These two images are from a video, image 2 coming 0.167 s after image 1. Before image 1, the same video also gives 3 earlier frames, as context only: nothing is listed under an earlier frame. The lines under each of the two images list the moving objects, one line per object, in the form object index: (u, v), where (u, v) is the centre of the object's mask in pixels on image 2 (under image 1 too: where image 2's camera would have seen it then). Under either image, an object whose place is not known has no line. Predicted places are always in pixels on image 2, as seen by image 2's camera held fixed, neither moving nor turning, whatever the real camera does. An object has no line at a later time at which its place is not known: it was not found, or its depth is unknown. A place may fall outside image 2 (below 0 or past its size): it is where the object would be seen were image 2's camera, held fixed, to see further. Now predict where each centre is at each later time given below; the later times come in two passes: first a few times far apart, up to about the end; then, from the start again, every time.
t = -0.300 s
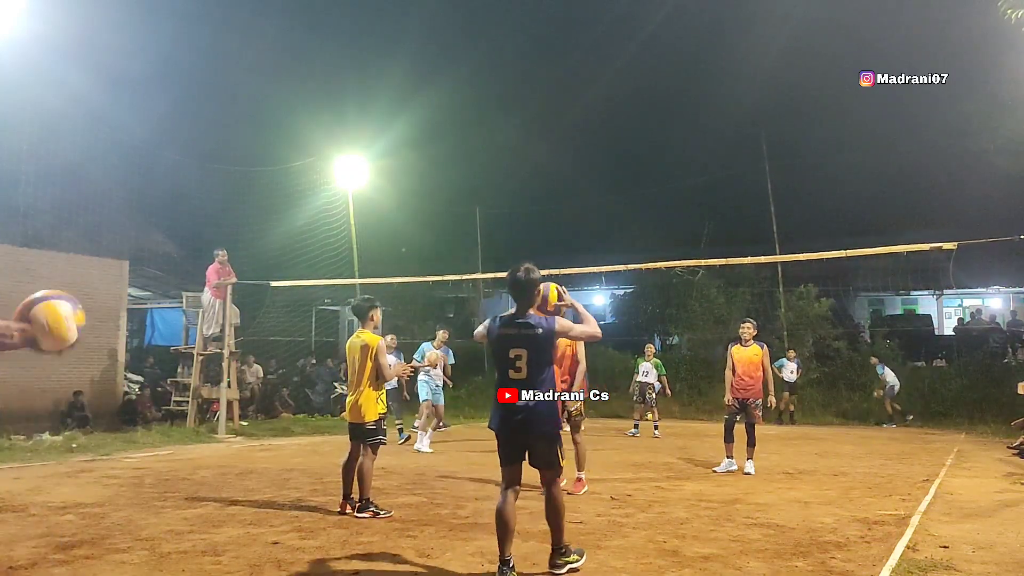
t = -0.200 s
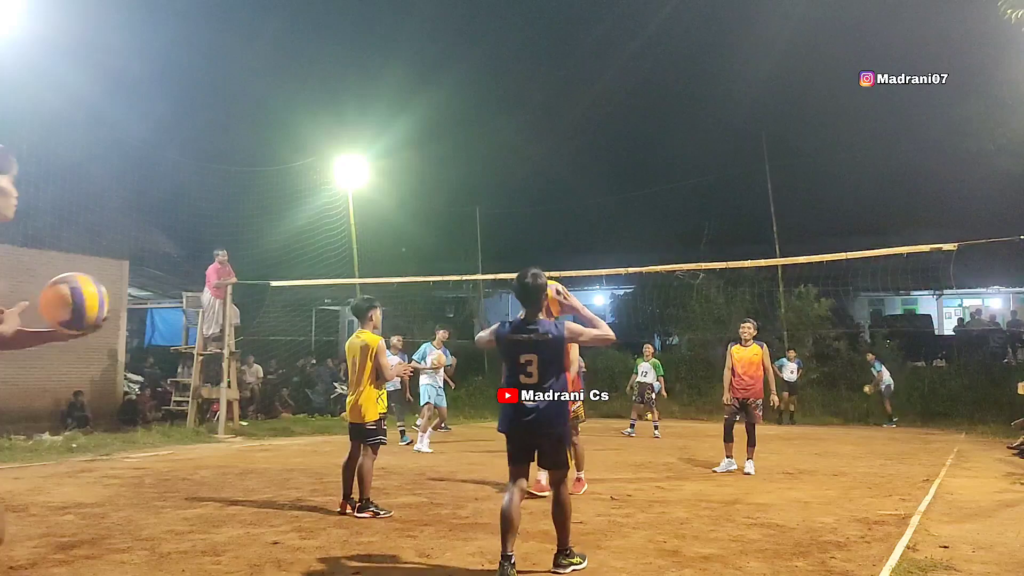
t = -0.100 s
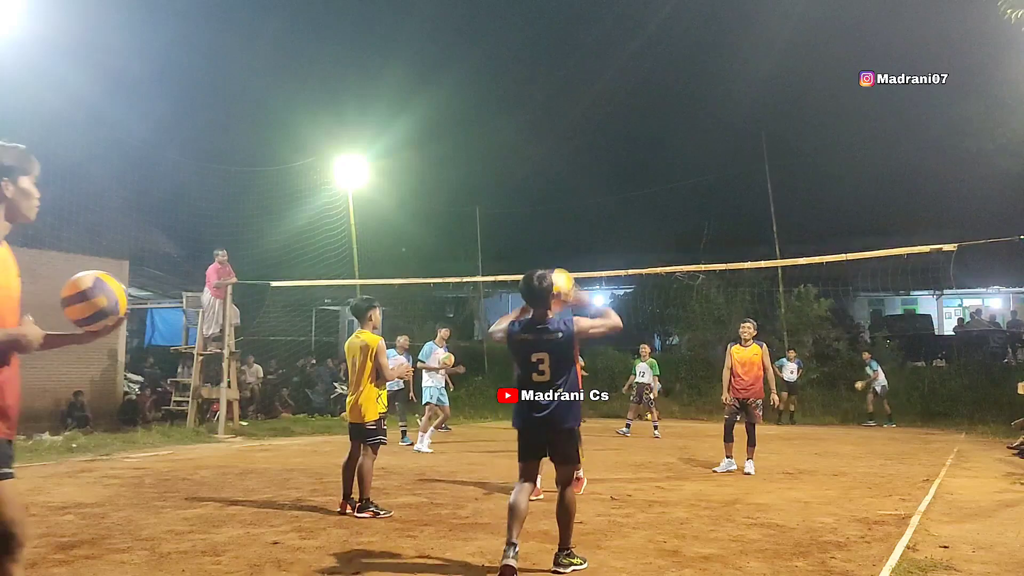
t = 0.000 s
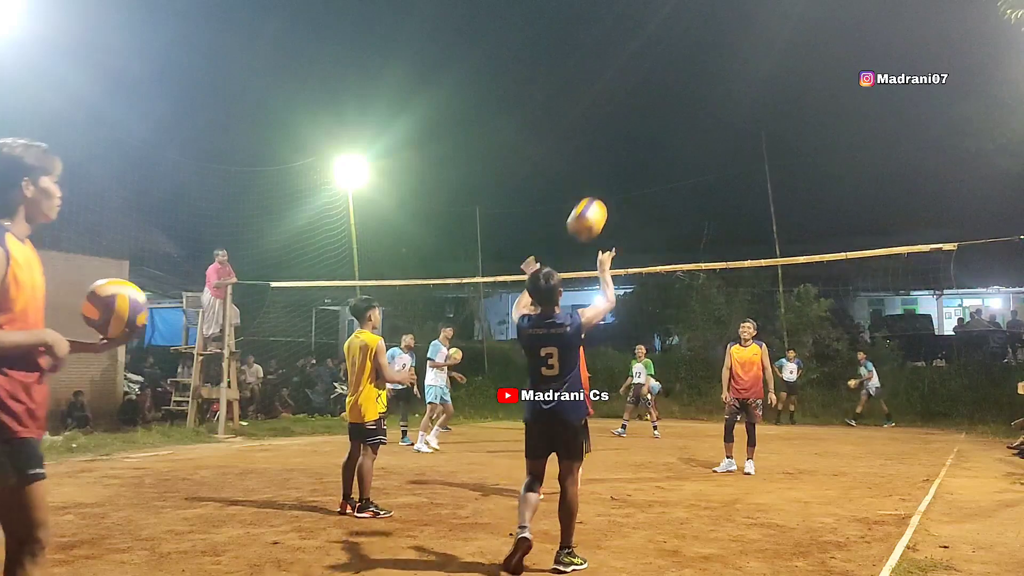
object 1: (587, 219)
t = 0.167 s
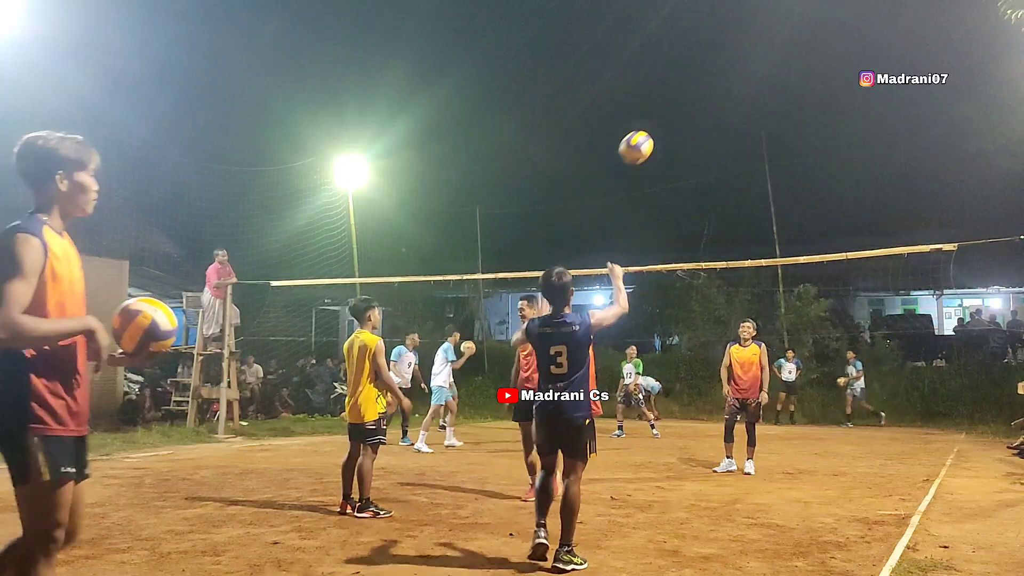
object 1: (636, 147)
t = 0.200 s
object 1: (644, 140)
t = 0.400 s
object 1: (686, 128)
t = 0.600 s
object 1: (717, 159)
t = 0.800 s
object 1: (743, 223)
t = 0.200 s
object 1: (644, 140)
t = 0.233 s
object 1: (652, 134)
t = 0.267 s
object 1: (660, 130)
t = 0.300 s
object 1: (666, 127)
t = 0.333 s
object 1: (673, 126)
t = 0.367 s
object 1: (680, 126)
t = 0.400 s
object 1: (686, 128)
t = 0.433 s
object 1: (691, 130)
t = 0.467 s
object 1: (697, 134)
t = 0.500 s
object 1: (702, 139)
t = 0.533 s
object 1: (707, 145)
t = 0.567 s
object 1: (712, 152)
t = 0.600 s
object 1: (717, 159)
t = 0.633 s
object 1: (722, 168)
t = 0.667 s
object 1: (726, 178)
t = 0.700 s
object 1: (731, 188)
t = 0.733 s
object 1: (735, 199)
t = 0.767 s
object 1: (739, 211)
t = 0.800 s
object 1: (743, 223)
